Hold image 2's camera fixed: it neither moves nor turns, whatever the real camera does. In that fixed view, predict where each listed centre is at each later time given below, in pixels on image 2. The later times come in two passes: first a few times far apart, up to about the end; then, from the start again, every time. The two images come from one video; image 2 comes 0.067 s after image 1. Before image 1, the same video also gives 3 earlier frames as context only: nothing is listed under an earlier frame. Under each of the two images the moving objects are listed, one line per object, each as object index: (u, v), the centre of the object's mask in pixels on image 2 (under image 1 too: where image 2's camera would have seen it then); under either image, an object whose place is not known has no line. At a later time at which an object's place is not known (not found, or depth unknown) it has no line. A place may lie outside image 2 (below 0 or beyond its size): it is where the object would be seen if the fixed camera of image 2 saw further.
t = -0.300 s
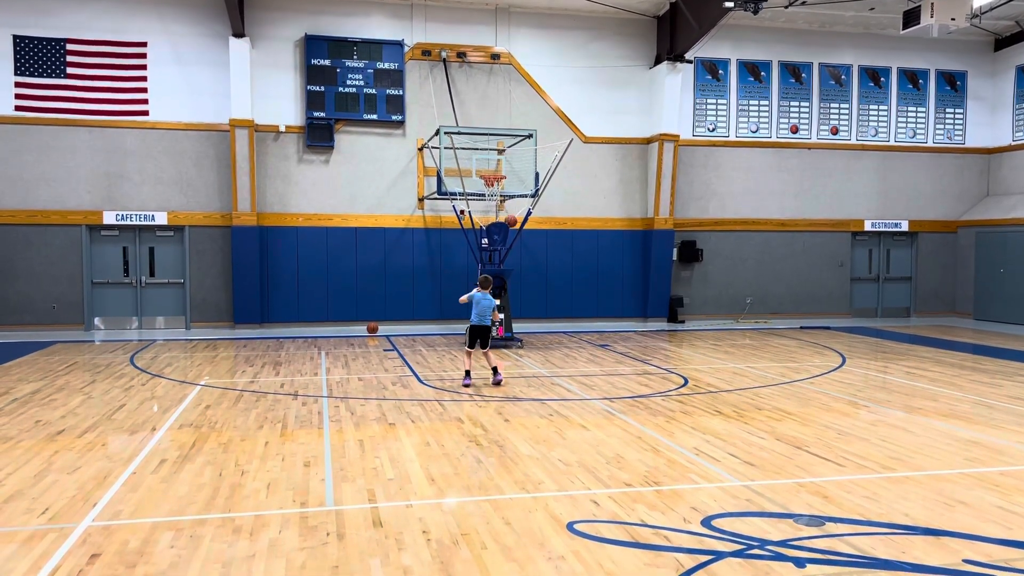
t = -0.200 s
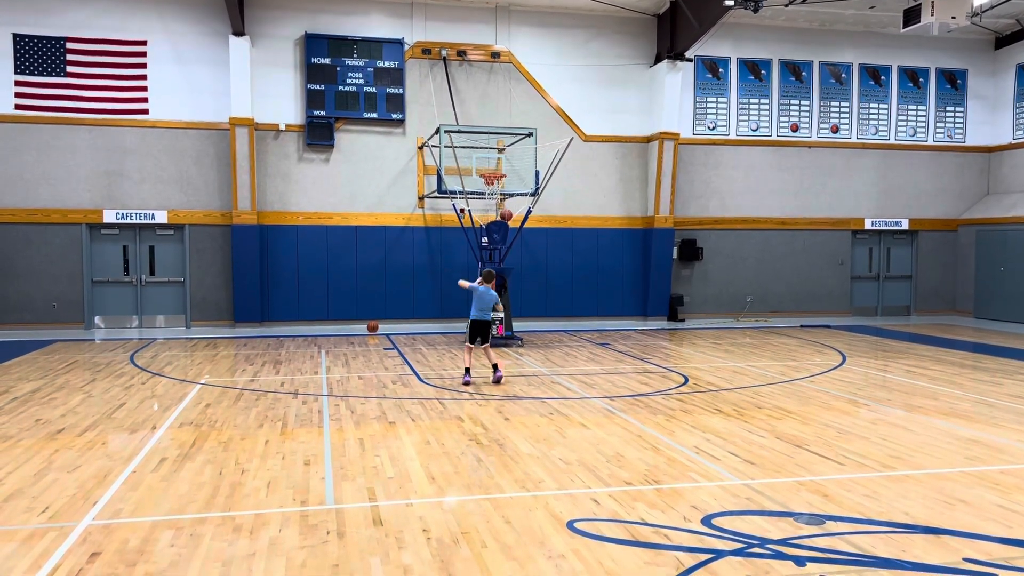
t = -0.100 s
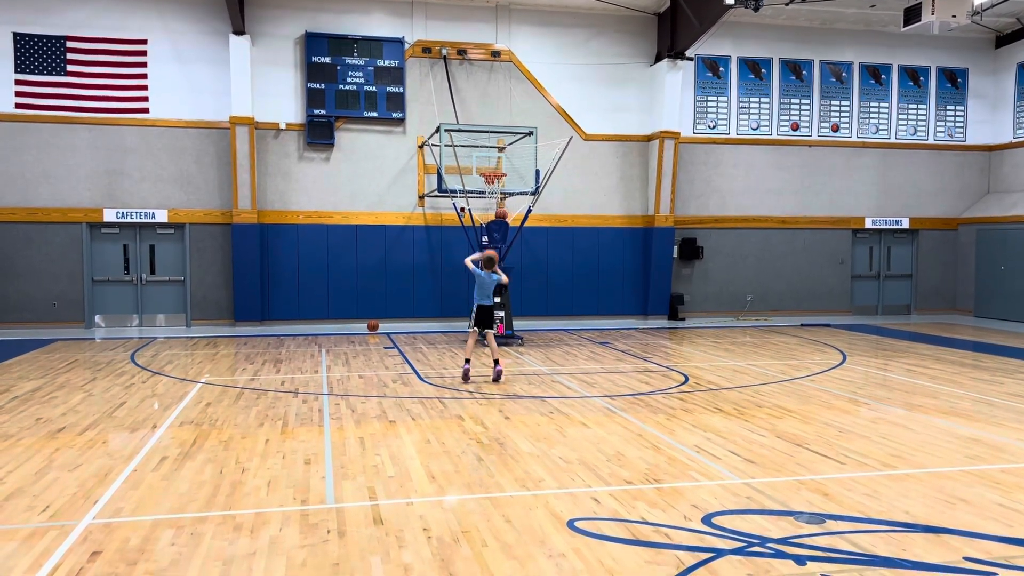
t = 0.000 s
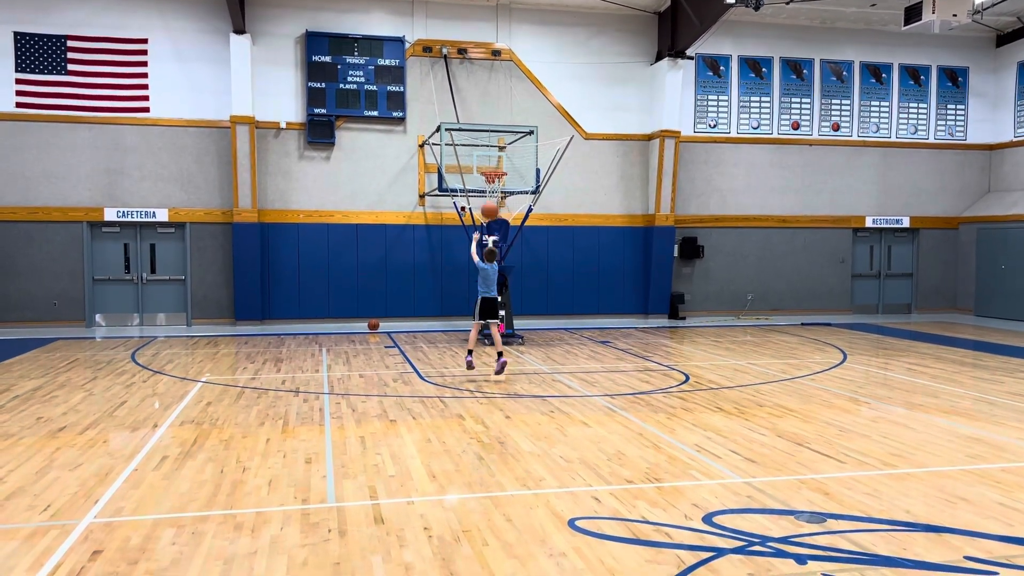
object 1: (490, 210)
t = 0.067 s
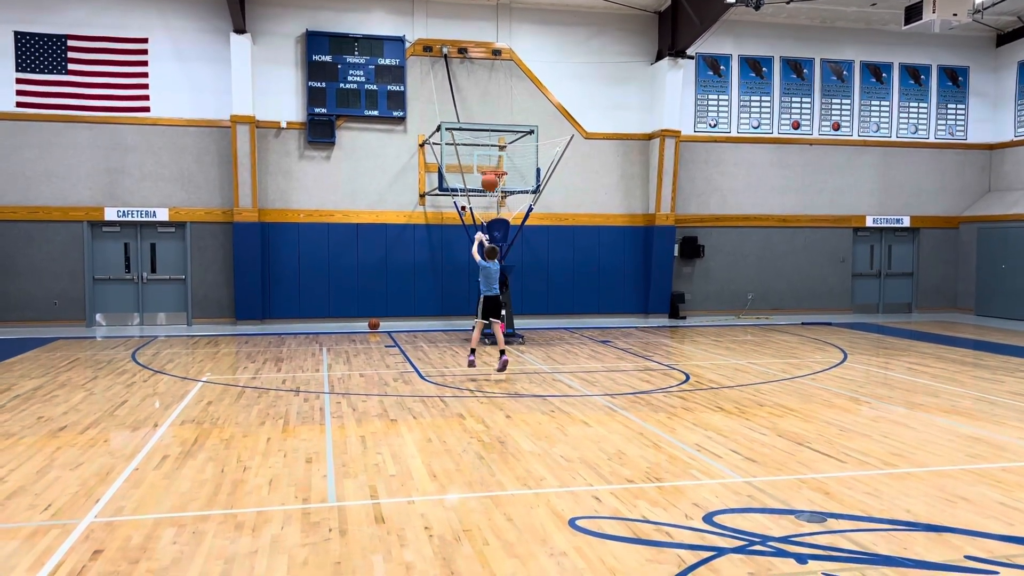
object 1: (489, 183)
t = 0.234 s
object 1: (489, 132)
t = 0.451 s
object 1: (489, 101)
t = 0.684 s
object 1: (488, 104)
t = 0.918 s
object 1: (487, 136)
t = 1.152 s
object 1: (486, 155)
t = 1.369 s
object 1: (487, 142)
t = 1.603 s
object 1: (487, 157)
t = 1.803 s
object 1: (488, 194)
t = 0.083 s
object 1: (489, 176)
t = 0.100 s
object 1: (489, 171)
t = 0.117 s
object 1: (489, 164)
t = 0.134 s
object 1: (490, 159)
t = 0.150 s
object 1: (489, 155)
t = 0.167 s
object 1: (490, 149)
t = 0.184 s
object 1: (489, 145)
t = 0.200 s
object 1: (489, 141)
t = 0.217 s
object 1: (489, 136)
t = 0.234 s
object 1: (489, 132)
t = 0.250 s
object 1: (490, 129)
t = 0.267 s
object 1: (489, 125)
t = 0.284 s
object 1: (489, 122)
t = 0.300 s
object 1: (489, 119)
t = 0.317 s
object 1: (489, 116)
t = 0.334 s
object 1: (489, 114)
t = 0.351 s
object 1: (489, 111)
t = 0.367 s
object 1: (489, 109)
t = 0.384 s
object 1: (489, 107)
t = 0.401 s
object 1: (489, 105)
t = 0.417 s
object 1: (489, 104)
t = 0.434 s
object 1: (489, 102)
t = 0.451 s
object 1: (489, 101)
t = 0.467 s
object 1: (489, 101)
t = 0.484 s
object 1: (489, 100)
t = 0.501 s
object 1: (489, 99)
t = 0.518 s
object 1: (489, 99)
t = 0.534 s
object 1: (489, 99)
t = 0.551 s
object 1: (489, 99)
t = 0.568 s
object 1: (488, 99)
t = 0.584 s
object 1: (488, 99)
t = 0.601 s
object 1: (488, 99)
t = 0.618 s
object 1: (488, 100)
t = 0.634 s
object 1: (488, 101)
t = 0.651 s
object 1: (488, 102)
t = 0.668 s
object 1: (488, 102)
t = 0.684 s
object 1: (488, 104)
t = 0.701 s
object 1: (488, 105)
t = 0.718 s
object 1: (488, 107)
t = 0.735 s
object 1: (488, 108)
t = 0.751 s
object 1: (488, 110)
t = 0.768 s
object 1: (488, 112)
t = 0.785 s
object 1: (488, 114)
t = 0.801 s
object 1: (488, 116)
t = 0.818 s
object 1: (488, 119)
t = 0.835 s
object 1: (488, 121)
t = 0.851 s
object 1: (488, 123)
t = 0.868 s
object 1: (488, 127)
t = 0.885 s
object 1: (487, 130)
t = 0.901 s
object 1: (487, 133)
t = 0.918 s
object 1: (487, 136)
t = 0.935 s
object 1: (487, 138)
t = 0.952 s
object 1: (488, 142)
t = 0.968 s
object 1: (487, 146)
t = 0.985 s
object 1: (487, 149)
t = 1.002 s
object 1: (487, 154)
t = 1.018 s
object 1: (487, 157)
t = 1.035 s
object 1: (486, 161)
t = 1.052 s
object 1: (486, 165)
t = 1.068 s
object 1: (486, 165)
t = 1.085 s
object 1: (486, 164)
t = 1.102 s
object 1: (486, 161)
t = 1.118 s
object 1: (486, 158)
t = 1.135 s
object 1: (487, 157)
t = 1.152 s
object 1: (486, 155)
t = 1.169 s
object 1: (486, 153)
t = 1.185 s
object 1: (487, 151)
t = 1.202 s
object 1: (486, 150)
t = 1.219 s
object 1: (486, 149)
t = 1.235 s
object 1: (487, 147)
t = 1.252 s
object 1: (487, 146)
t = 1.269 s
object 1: (487, 146)
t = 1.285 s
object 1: (487, 144)
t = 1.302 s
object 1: (487, 143)
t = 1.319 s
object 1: (487, 143)
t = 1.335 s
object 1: (487, 143)
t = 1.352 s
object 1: (487, 143)
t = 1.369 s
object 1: (487, 142)
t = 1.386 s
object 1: (487, 142)
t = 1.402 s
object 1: (487, 143)
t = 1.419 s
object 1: (487, 143)
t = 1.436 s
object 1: (487, 143)
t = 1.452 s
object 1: (487, 144)
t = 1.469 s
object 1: (487, 145)
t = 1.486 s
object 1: (487, 147)
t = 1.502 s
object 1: (487, 147)
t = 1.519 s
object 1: (487, 148)
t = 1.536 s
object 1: (487, 150)
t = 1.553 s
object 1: (487, 151)
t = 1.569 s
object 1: (487, 153)
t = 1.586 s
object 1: (487, 154)
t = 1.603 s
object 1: (487, 157)
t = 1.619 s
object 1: (487, 159)
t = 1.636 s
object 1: (487, 162)
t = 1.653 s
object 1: (487, 163)
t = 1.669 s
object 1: (487, 166)
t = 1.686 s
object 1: (487, 168)
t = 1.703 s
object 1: (486, 172)
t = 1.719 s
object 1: (486, 176)
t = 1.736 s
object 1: (487, 179)
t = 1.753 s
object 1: (487, 182)
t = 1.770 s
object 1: (487, 186)
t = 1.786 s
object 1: (487, 190)
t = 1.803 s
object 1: (488, 194)
